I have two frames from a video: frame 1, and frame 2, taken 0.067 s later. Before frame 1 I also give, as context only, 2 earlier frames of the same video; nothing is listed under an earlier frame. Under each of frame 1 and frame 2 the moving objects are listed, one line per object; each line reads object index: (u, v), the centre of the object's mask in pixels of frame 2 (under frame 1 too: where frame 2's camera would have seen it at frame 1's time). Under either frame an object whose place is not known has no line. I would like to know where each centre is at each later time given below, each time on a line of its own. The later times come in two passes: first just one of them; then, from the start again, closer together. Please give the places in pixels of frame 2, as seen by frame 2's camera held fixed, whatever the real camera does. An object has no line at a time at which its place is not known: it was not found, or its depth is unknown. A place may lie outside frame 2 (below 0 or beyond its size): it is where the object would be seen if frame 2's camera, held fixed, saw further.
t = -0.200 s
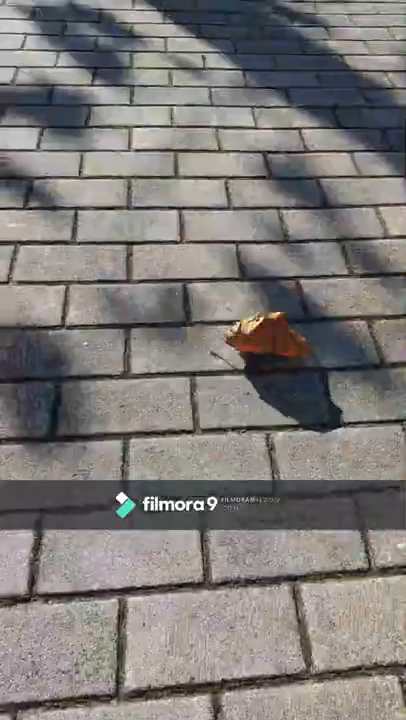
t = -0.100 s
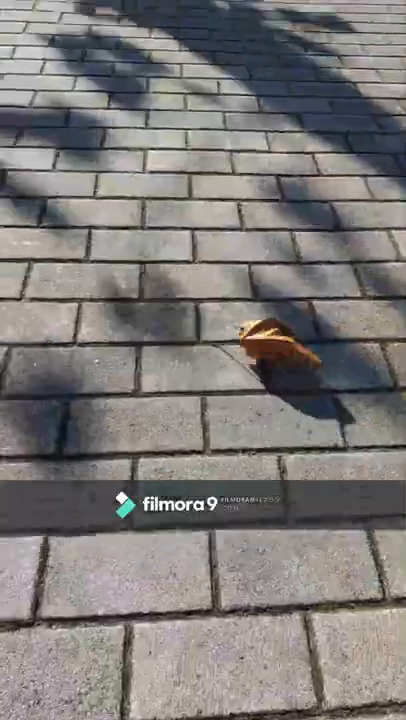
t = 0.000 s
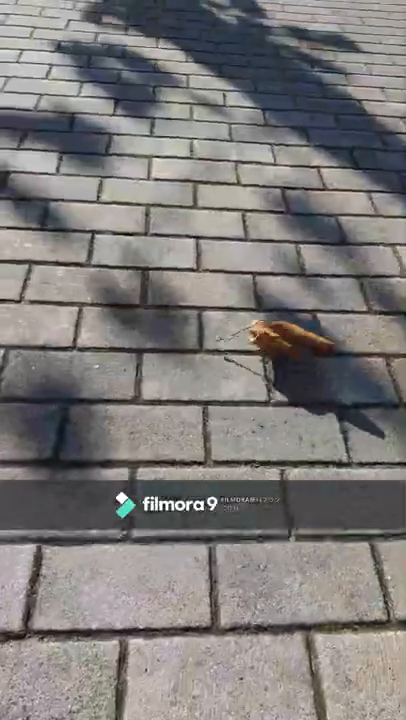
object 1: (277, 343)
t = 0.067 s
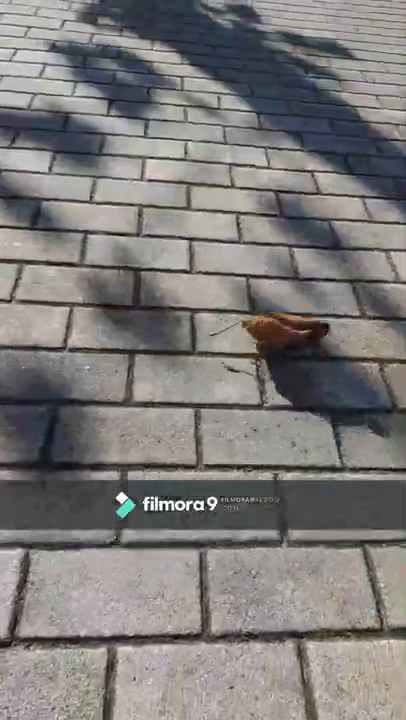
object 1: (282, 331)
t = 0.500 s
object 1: (252, 256)
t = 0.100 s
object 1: (280, 321)
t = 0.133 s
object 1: (278, 315)
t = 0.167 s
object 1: (274, 309)
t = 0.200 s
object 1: (269, 304)
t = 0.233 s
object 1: (266, 304)
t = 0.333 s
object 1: (263, 284)
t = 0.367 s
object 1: (259, 279)
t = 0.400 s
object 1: (255, 274)
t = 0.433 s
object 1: (255, 268)
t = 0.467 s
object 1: (254, 265)
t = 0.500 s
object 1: (252, 256)
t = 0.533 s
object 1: (250, 252)
